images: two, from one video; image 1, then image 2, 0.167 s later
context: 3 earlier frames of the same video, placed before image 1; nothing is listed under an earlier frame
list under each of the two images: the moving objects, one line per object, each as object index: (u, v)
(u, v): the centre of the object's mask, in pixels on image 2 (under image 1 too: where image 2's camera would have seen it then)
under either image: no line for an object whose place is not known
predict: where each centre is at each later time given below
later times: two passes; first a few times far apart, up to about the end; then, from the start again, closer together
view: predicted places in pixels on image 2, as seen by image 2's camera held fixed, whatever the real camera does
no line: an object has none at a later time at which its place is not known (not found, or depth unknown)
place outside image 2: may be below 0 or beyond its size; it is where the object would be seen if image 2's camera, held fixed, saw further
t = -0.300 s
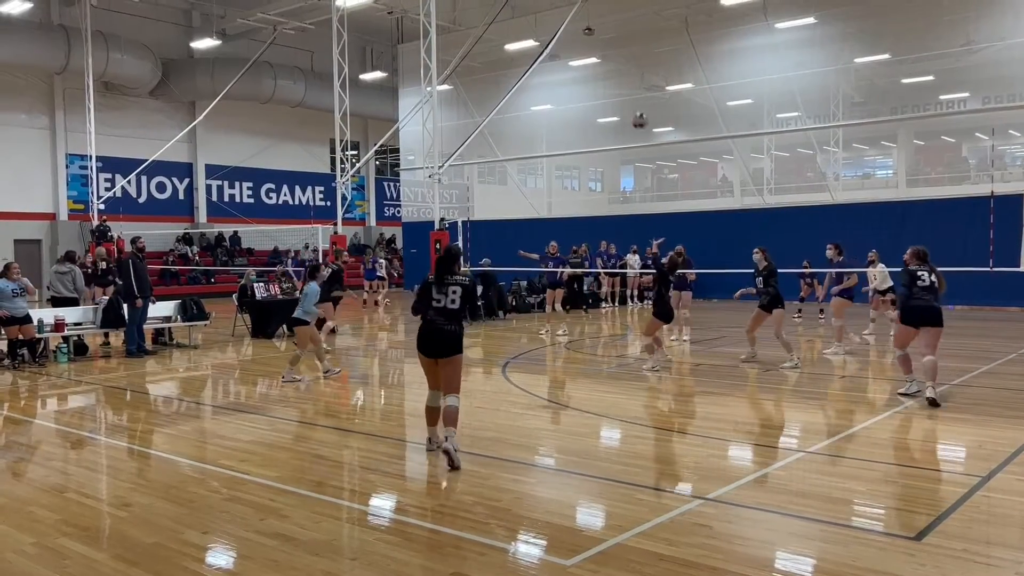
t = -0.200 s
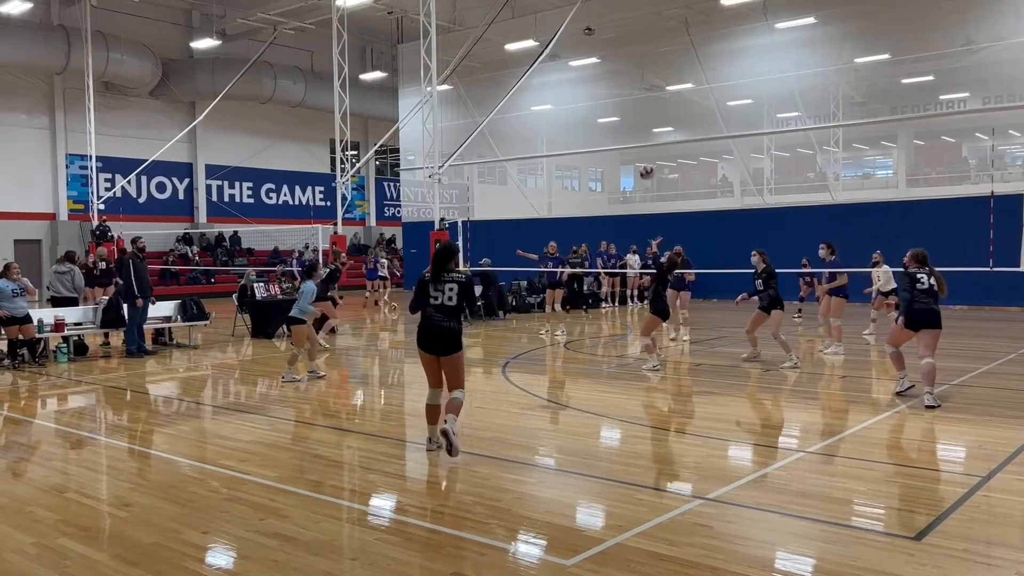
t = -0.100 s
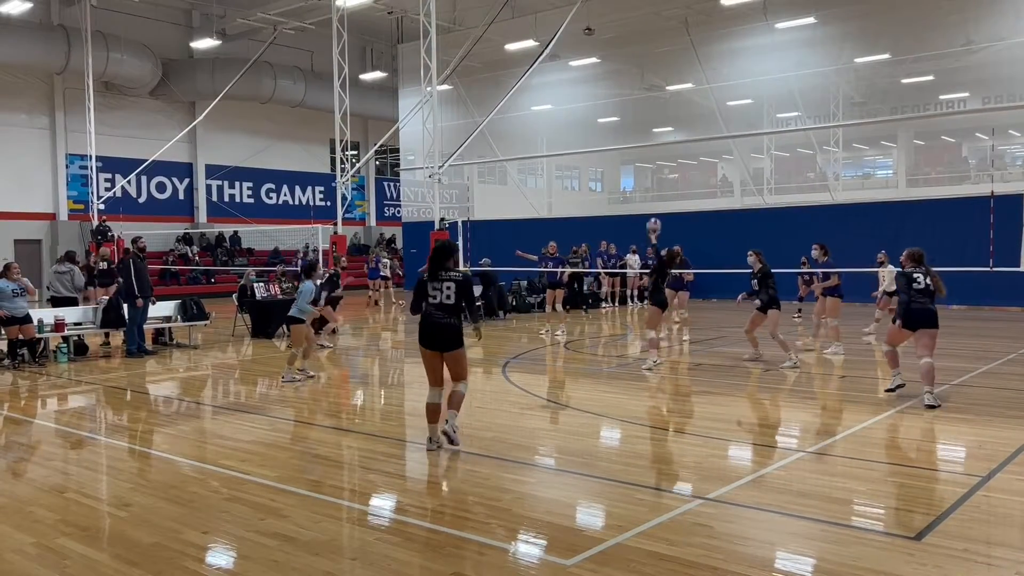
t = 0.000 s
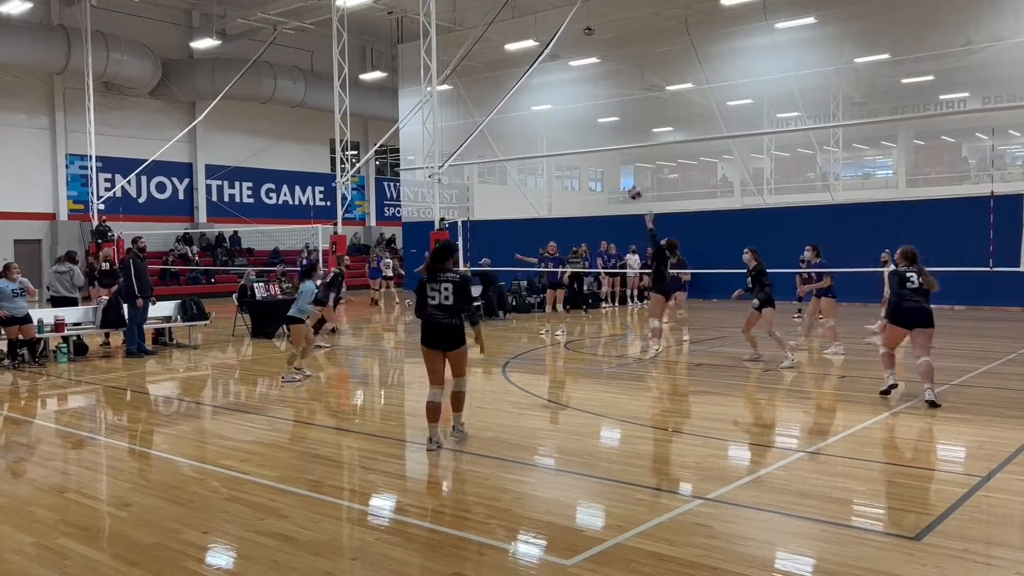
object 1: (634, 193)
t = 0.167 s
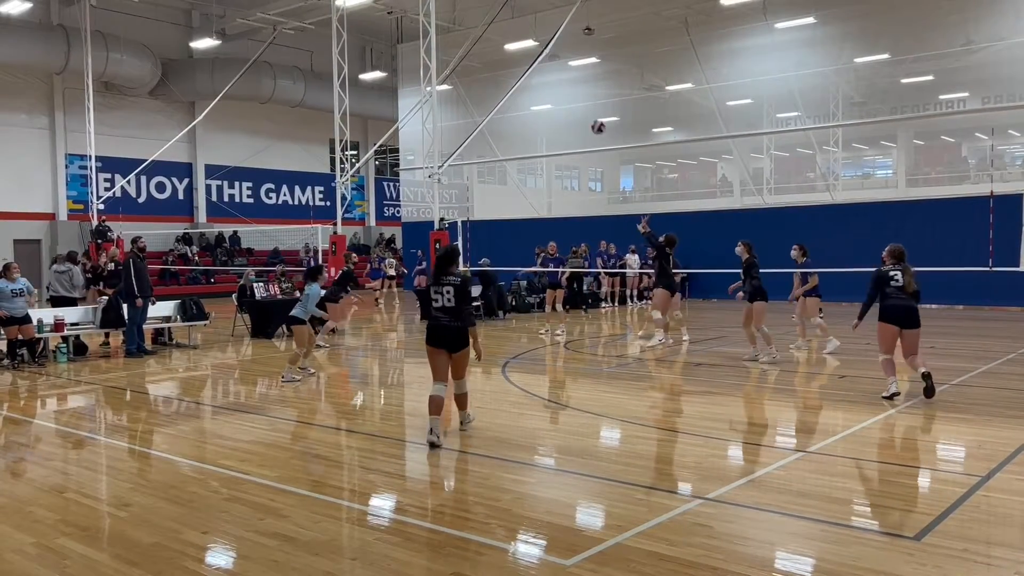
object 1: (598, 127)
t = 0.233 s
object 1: (584, 108)
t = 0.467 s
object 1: (542, 70)
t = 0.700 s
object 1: (504, 70)
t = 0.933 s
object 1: (473, 102)
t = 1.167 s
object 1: (446, 161)
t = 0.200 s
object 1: (591, 117)
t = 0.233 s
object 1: (584, 108)
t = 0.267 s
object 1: (578, 100)
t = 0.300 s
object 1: (572, 93)
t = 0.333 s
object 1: (565, 86)
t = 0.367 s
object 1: (559, 81)
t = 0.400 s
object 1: (553, 76)
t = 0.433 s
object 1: (548, 73)
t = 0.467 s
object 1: (542, 70)
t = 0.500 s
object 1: (536, 67)
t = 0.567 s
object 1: (525, 65)
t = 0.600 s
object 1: (520, 65)
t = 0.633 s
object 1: (515, 66)
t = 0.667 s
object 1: (509, 68)
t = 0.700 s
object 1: (504, 70)
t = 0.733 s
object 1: (499, 72)
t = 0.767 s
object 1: (494, 76)
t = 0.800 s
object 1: (490, 80)
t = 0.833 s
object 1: (485, 84)
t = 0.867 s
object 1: (481, 90)
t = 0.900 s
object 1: (477, 96)
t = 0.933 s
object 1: (473, 102)
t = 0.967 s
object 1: (469, 109)
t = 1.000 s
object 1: (465, 117)
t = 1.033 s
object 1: (461, 125)
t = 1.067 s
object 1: (457, 133)
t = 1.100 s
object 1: (453, 142)
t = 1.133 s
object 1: (449, 152)
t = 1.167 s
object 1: (446, 161)
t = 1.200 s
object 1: (442, 174)
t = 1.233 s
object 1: (439, 182)
